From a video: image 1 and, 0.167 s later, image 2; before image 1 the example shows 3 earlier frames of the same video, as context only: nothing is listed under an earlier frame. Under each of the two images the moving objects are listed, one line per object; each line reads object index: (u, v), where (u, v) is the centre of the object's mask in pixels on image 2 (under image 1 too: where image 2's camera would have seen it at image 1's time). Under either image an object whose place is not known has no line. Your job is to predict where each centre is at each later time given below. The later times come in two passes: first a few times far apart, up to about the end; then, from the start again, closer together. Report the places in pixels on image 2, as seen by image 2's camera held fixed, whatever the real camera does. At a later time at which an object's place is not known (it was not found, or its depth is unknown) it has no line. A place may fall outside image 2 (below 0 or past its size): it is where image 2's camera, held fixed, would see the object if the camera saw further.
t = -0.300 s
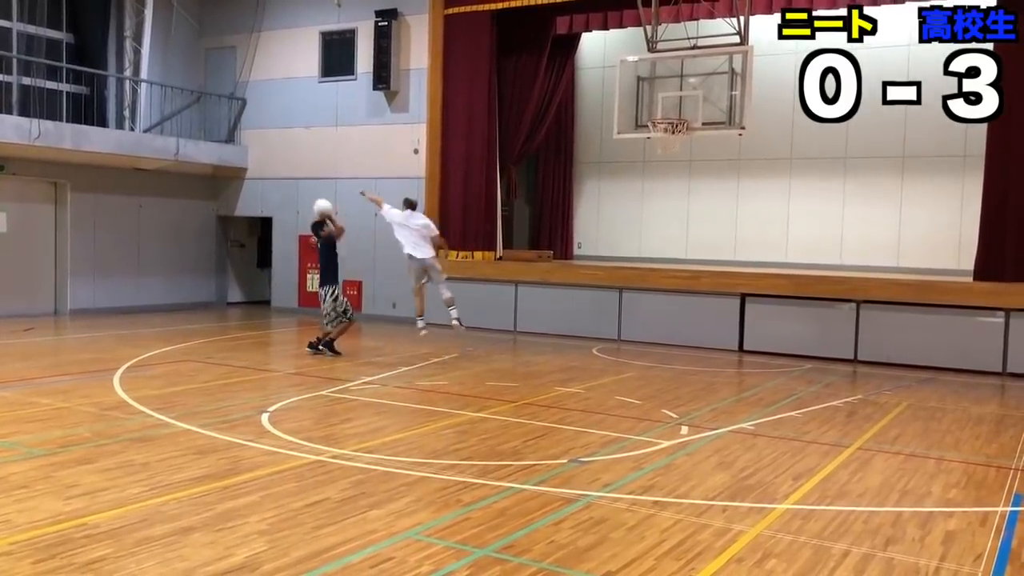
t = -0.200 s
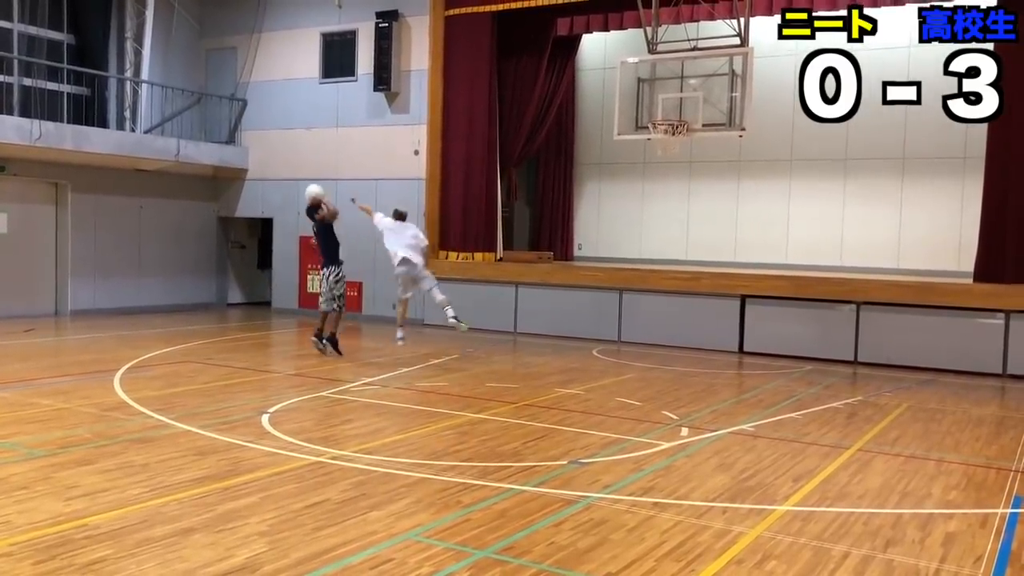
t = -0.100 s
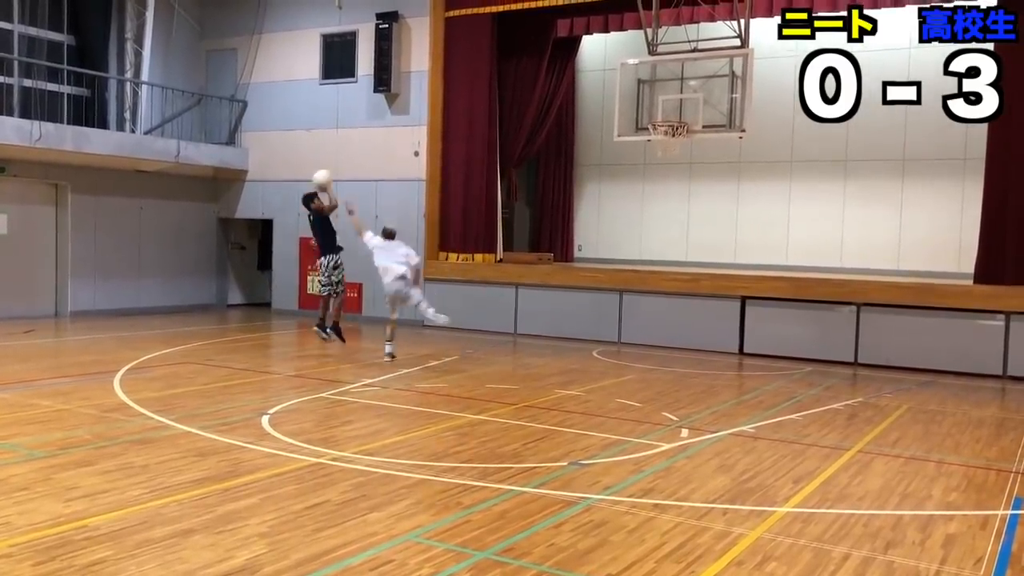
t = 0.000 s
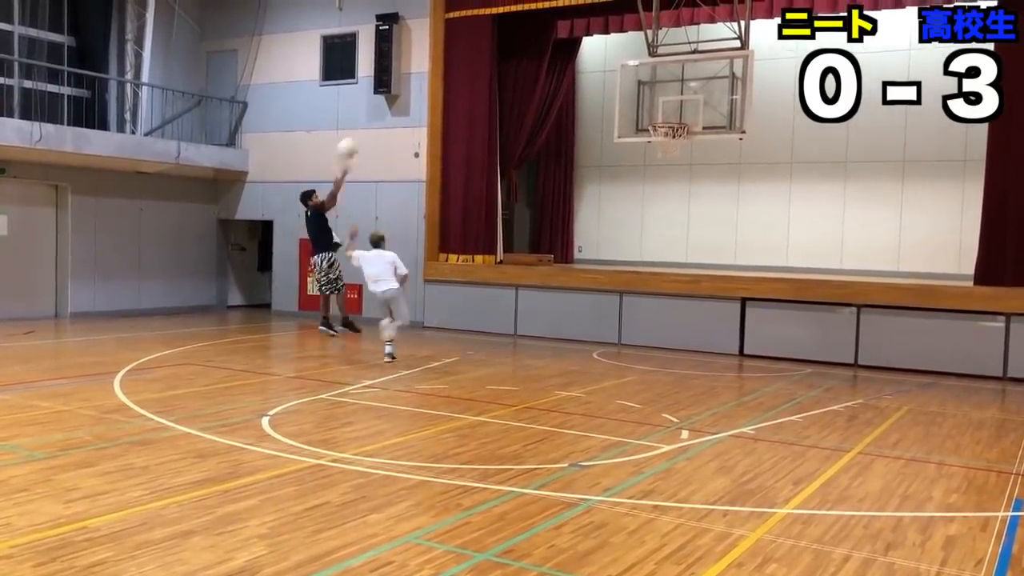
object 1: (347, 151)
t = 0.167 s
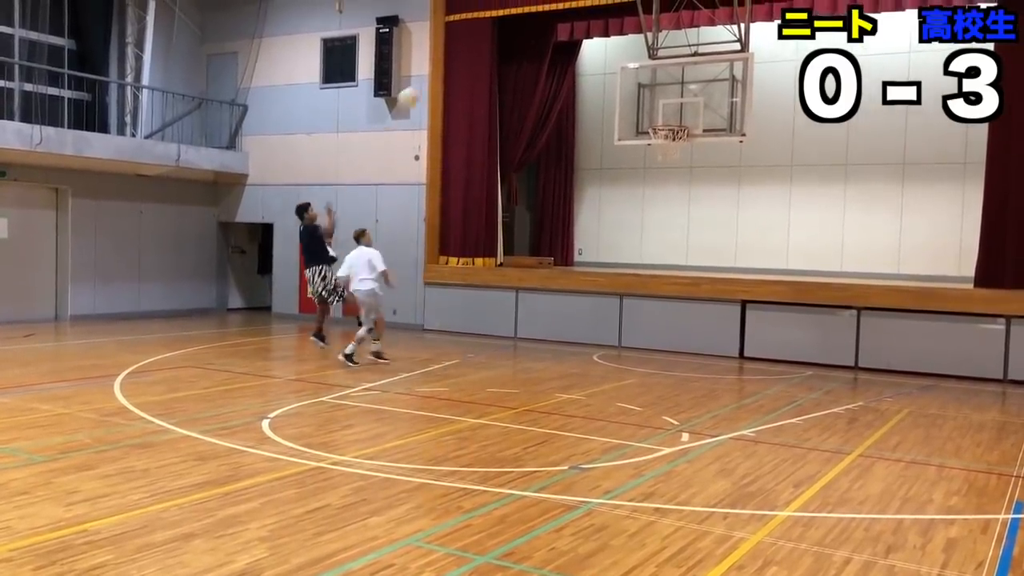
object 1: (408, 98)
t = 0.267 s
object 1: (445, 76)
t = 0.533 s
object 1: (539, 56)
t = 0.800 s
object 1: (634, 88)
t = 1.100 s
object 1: (652, 151)
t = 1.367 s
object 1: (639, 176)
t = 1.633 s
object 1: (627, 255)
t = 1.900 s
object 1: (614, 341)
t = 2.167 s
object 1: (625, 264)
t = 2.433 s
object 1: (634, 239)
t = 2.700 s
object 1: (641, 265)
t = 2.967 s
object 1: (645, 342)
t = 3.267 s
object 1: (652, 296)
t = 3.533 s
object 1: (656, 285)
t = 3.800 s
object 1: (659, 324)
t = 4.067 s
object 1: (664, 322)
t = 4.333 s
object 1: (668, 309)
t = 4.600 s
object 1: (670, 344)
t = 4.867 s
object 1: (675, 322)
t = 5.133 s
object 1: (678, 334)
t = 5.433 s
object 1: (683, 329)
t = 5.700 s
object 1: (688, 345)
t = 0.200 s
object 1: (419, 90)
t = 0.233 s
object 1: (433, 82)
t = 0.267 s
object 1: (445, 76)
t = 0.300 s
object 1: (456, 71)
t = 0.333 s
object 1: (468, 66)
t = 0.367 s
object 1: (480, 62)
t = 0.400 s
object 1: (492, 59)
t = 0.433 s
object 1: (504, 57)
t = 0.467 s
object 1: (516, 56)
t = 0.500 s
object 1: (527, 55)
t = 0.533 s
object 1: (539, 56)
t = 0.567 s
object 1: (551, 57)
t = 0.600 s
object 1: (562, 59)
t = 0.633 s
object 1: (573, 62)
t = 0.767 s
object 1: (622, 83)
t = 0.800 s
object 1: (634, 88)
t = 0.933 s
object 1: (676, 121)
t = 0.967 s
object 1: (671, 136)
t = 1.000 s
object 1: (665, 141)
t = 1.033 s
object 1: (658, 149)
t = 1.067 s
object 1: (655, 151)
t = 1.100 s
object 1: (652, 151)
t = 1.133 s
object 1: (650, 151)
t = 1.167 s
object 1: (649, 152)
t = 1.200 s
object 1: (648, 153)
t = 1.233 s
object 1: (647, 156)
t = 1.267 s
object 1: (646, 160)
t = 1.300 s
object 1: (644, 165)
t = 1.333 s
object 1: (642, 170)
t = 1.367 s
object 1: (639, 176)
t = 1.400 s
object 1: (638, 183)
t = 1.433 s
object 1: (637, 191)
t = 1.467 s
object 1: (635, 201)
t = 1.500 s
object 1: (634, 210)
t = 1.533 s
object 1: (631, 221)
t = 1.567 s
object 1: (630, 232)
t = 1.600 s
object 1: (628, 244)
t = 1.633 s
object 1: (627, 255)
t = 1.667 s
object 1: (623, 270)
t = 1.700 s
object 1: (621, 285)
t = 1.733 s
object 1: (619, 299)
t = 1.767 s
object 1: (618, 315)
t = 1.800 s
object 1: (615, 331)
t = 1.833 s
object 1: (613, 350)
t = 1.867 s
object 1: (613, 355)
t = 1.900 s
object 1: (614, 341)
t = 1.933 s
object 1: (616, 328)
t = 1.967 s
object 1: (617, 317)
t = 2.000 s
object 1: (619, 305)
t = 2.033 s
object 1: (620, 296)
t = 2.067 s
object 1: (621, 287)
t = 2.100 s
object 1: (622, 277)
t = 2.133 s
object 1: (624, 270)
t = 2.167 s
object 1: (625, 264)
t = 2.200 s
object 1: (627, 258)
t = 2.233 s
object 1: (628, 252)
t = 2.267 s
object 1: (629, 248)
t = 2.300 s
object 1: (630, 245)
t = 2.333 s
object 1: (631, 242)
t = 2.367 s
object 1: (633, 240)
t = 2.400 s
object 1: (634, 239)
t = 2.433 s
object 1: (634, 239)
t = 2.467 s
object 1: (635, 239)
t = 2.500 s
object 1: (636, 241)
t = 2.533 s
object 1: (637, 243)
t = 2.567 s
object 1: (638, 246)
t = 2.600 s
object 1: (639, 249)
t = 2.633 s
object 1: (640, 254)
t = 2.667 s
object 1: (640, 259)
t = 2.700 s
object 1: (641, 265)
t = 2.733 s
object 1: (640, 272)
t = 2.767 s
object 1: (642, 279)
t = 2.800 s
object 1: (643, 288)
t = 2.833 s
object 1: (643, 297)
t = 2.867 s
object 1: (643, 307)
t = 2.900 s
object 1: (644, 318)
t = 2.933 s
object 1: (644, 329)
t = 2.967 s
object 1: (645, 342)
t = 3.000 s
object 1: (645, 355)
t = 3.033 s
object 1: (646, 346)
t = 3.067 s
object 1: (646, 336)
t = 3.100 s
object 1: (647, 327)
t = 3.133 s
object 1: (648, 319)
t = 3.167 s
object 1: (649, 312)
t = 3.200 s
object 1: (650, 306)
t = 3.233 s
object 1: (652, 300)
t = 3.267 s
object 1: (652, 296)
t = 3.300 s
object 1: (653, 292)
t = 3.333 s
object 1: (654, 289)
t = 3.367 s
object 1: (654, 286)
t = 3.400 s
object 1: (654, 284)
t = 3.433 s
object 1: (654, 284)
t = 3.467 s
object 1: (655, 283)
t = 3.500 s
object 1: (655, 284)
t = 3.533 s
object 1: (656, 285)
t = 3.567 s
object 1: (656, 287)
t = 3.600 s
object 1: (657, 291)
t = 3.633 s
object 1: (658, 293)
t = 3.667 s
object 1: (657, 297)
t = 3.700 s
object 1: (658, 303)
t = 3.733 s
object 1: (658, 309)
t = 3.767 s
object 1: (659, 316)
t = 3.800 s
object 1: (659, 324)
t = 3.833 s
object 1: (660, 332)
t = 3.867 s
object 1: (660, 342)
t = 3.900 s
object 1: (660, 352)
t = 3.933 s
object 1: (661, 347)
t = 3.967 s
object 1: (661, 340)
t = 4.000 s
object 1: (662, 333)
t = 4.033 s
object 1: (663, 327)
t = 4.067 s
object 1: (664, 322)
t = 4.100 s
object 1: (664, 317)
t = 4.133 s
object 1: (665, 314)
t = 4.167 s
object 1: (666, 311)
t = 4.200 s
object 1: (666, 309)
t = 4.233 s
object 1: (667, 308)
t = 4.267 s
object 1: (667, 307)
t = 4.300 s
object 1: (668, 308)
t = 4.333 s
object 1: (668, 309)
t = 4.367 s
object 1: (669, 310)
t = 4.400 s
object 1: (669, 313)
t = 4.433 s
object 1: (669, 316)
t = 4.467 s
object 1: (669, 320)
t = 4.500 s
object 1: (670, 325)
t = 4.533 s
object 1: (670, 331)
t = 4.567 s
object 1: (670, 336)
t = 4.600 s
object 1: (670, 344)
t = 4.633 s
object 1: (670, 351)
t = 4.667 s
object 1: (670, 345)
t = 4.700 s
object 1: (672, 339)
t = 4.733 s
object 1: (672, 334)
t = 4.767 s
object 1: (672, 330)
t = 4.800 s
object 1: (674, 327)
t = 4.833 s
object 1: (674, 324)
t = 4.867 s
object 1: (675, 322)
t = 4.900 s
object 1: (675, 321)
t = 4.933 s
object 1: (675, 321)
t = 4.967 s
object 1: (676, 321)
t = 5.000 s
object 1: (676, 322)
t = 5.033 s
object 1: (677, 324)
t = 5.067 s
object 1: (677, 326)
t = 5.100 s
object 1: (677, 329)
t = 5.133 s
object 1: (678, 334)
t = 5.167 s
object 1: (678, 338)
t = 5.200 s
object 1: (678, 345)
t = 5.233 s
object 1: (679, 349)
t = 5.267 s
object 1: (679, 345)
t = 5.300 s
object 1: (680, 339)
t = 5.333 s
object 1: (680, 336)
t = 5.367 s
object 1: (681, 333)
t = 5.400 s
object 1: (683, 331)
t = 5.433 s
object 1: (683, 329)
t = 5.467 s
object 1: (684, 329)
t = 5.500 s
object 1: (684, 329)
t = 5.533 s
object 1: (685, 330)
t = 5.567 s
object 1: (686, 331)
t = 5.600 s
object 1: (687, 333)
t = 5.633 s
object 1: (687, 337)
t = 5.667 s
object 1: (687, 341)
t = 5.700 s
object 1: (688, 345)
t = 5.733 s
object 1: (689, 347)
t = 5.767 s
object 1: (690, 342)
